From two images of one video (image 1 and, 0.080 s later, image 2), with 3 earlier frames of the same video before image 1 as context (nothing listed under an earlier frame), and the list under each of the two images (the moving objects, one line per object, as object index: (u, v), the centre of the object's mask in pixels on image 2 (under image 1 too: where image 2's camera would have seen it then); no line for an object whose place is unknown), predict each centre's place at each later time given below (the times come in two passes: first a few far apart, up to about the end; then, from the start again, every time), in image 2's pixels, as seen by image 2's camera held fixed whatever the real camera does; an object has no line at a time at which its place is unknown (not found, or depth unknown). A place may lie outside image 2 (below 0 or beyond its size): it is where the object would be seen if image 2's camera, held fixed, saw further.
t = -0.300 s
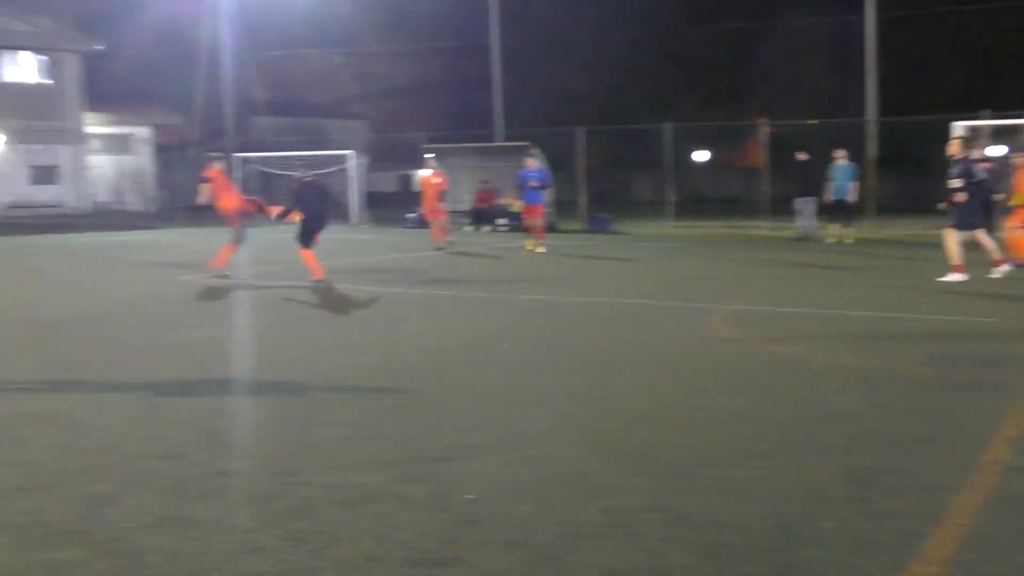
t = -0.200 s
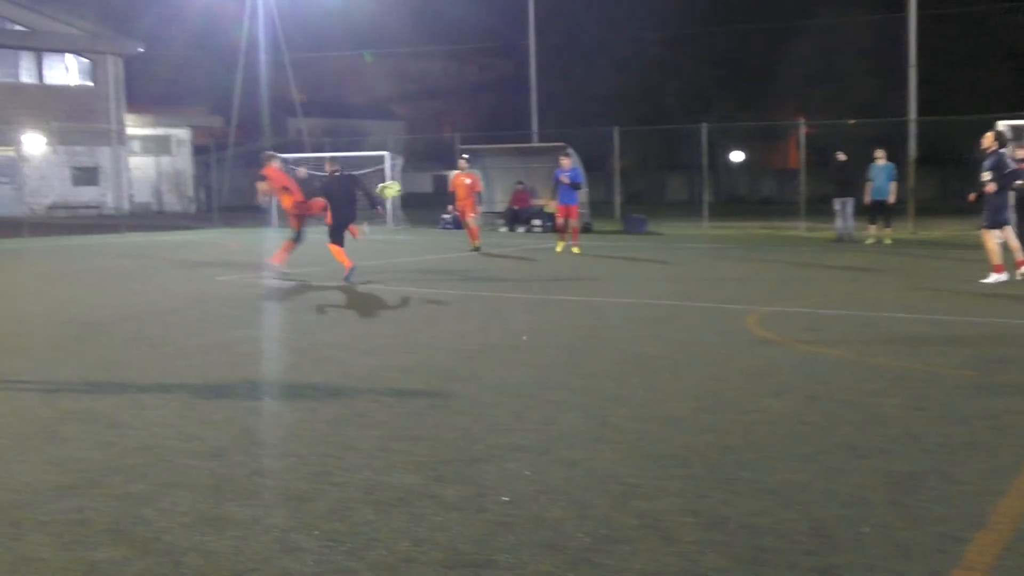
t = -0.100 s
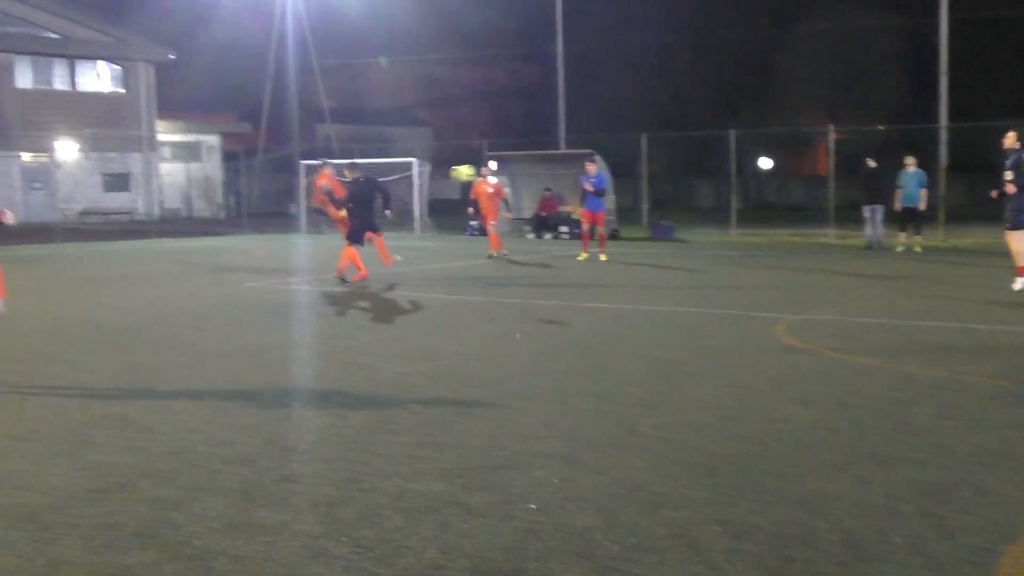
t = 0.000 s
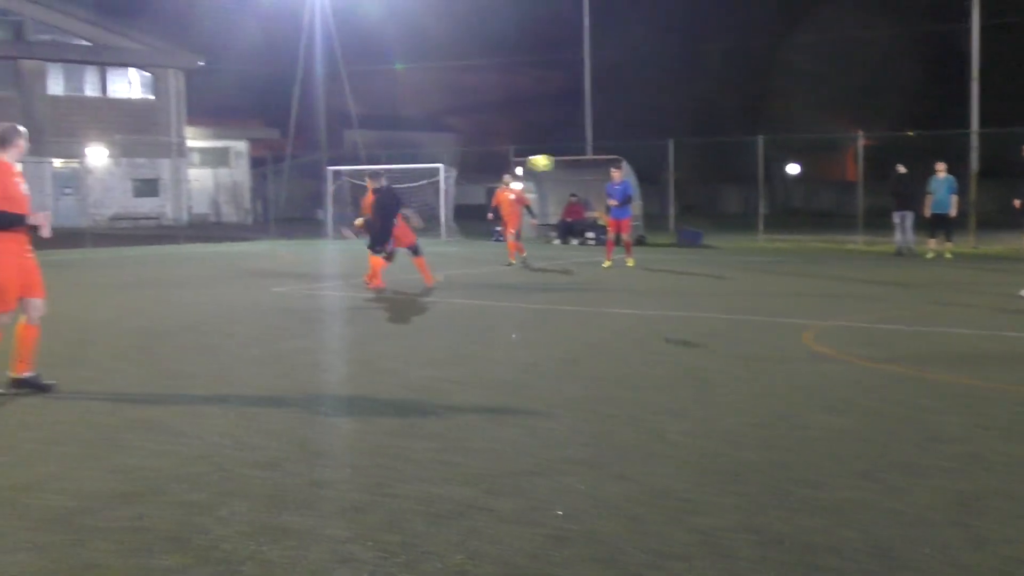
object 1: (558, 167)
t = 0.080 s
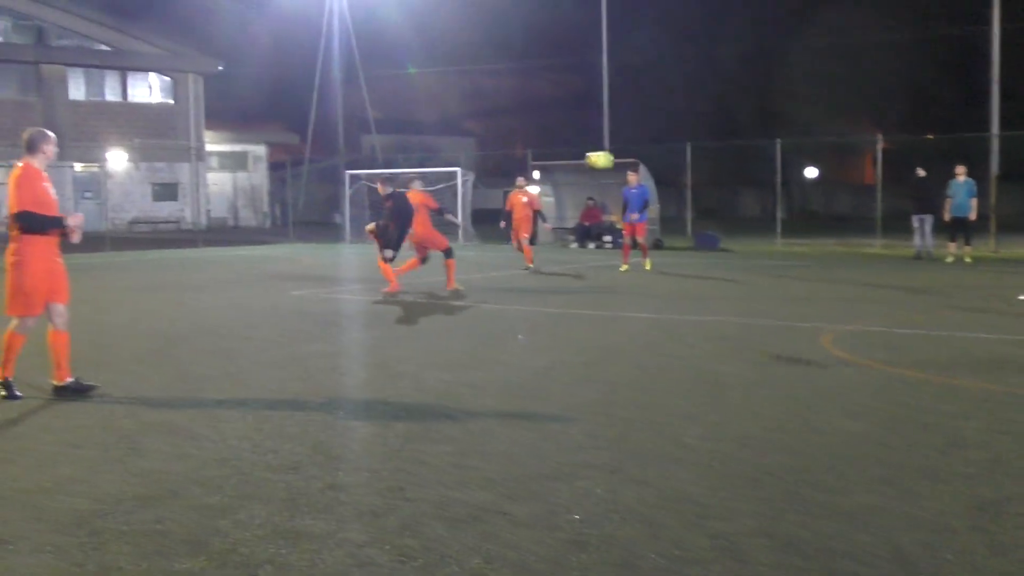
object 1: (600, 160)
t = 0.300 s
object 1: (728, 172)
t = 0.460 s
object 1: (833, 216)
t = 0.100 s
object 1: (611, 159)
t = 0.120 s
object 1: (621, 159)
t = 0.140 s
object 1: (633, 159)
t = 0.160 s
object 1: (644, 159)
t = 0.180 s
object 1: (656, 159)
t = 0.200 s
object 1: (668, 160)
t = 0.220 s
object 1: (678, 162)
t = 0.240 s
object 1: (691, 164)
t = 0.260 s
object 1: (704, 166)
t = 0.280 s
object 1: (715, 169)
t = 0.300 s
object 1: (728, 172)
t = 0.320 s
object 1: (740, 176)
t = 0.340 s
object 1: (753, 180)
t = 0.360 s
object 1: (766, 185)
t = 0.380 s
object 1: (779, 190)
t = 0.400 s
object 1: (793, 196)
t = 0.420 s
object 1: (806, 202)
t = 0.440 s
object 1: (820, 208)
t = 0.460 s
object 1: (833, 216)
